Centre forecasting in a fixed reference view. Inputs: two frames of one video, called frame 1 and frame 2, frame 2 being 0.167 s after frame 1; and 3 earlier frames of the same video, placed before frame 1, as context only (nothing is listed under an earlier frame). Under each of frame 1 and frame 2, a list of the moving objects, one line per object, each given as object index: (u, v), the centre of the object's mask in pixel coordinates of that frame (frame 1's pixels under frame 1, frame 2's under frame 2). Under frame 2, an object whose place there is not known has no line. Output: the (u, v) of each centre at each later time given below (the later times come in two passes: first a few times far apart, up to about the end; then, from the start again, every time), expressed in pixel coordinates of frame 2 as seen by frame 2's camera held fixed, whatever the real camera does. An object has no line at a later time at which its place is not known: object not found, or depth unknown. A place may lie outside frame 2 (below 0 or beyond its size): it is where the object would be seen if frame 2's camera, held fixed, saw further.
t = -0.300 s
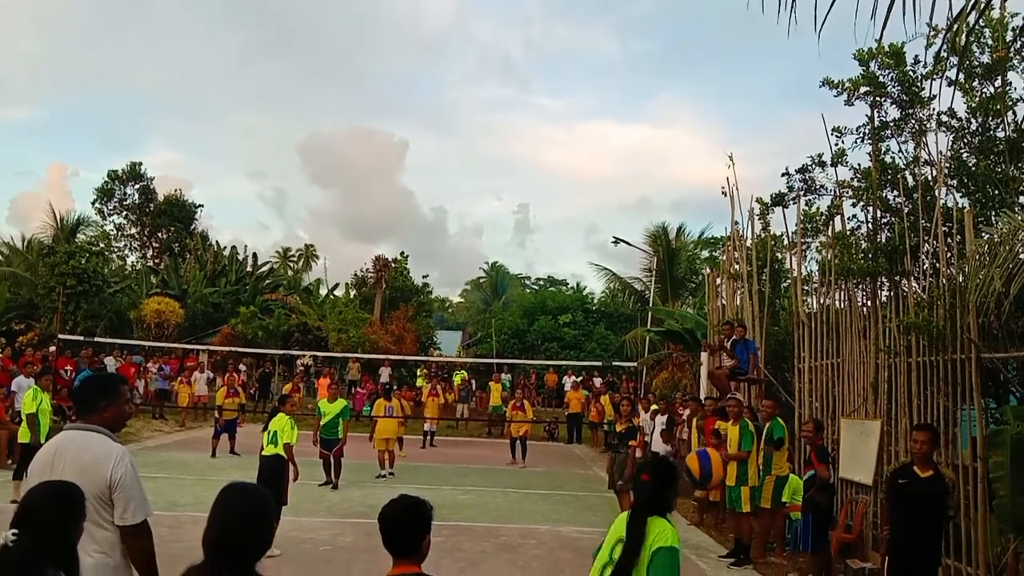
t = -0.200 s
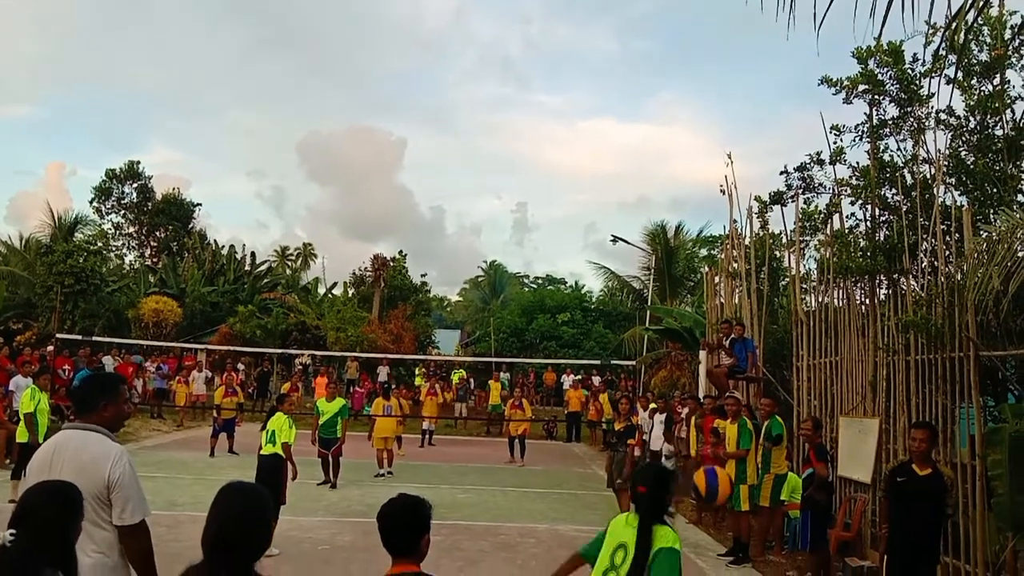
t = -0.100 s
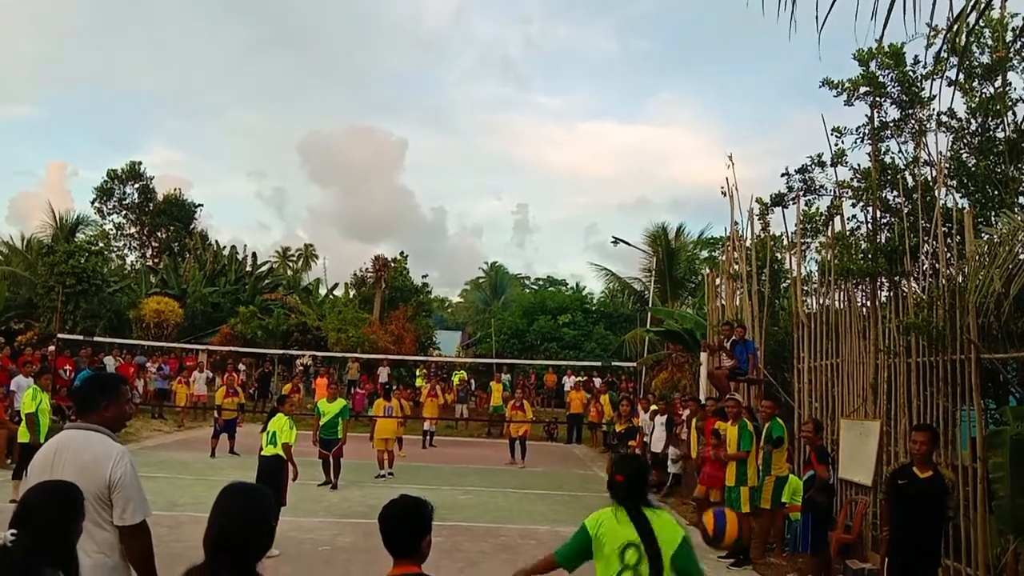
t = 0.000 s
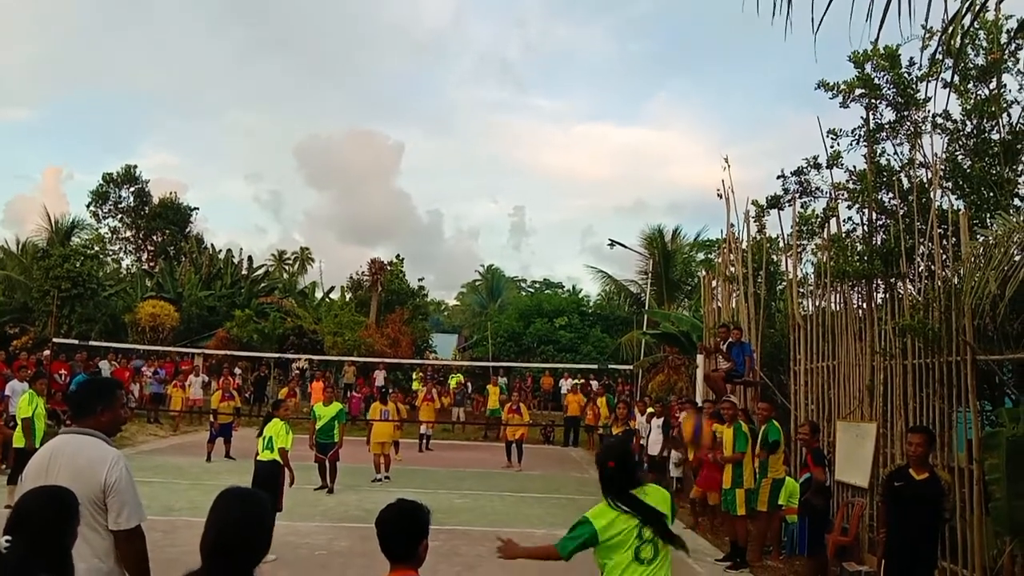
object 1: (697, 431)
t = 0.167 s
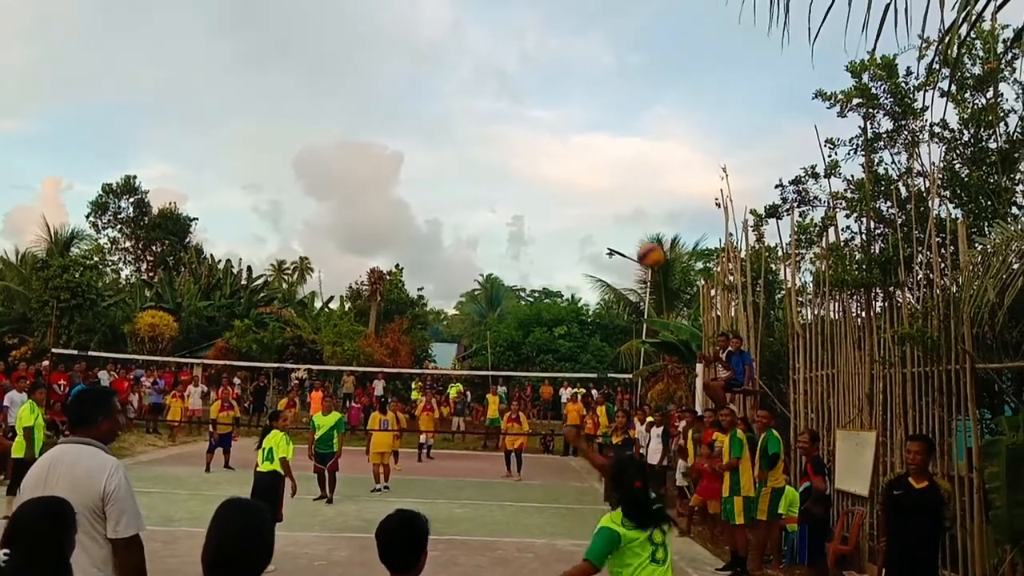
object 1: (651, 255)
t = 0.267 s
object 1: (633, 199)
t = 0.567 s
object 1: (603, 143)
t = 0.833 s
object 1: (588, 164)
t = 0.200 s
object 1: (644, 234)
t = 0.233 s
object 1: (638, 215)
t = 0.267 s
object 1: (633, 199)
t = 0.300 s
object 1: (628, 187)
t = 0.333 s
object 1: (624, 175)
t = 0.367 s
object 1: (620, 166)
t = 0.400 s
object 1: (616, 159)
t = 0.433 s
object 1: (613, 153)
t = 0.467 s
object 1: (610, 148)
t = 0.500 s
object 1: (608, 145)
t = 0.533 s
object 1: (605, 144)
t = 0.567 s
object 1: (603, 143)
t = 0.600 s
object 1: (601, 143)
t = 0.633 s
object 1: (599, 144)
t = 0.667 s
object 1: (597, 146)
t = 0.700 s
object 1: (595, 149)
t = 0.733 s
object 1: (593, 152)
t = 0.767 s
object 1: (591, 155)
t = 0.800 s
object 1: (589, 159)
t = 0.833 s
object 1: (588, 164)
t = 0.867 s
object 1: (586, 169)
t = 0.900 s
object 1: (585, 175)
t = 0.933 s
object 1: (583, 180)
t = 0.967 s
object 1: (582, 186)
